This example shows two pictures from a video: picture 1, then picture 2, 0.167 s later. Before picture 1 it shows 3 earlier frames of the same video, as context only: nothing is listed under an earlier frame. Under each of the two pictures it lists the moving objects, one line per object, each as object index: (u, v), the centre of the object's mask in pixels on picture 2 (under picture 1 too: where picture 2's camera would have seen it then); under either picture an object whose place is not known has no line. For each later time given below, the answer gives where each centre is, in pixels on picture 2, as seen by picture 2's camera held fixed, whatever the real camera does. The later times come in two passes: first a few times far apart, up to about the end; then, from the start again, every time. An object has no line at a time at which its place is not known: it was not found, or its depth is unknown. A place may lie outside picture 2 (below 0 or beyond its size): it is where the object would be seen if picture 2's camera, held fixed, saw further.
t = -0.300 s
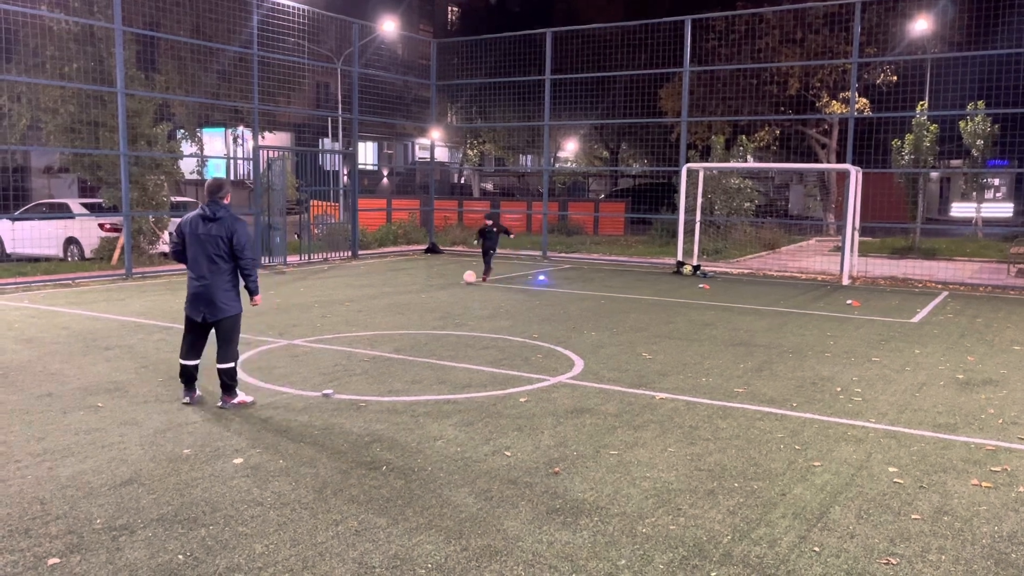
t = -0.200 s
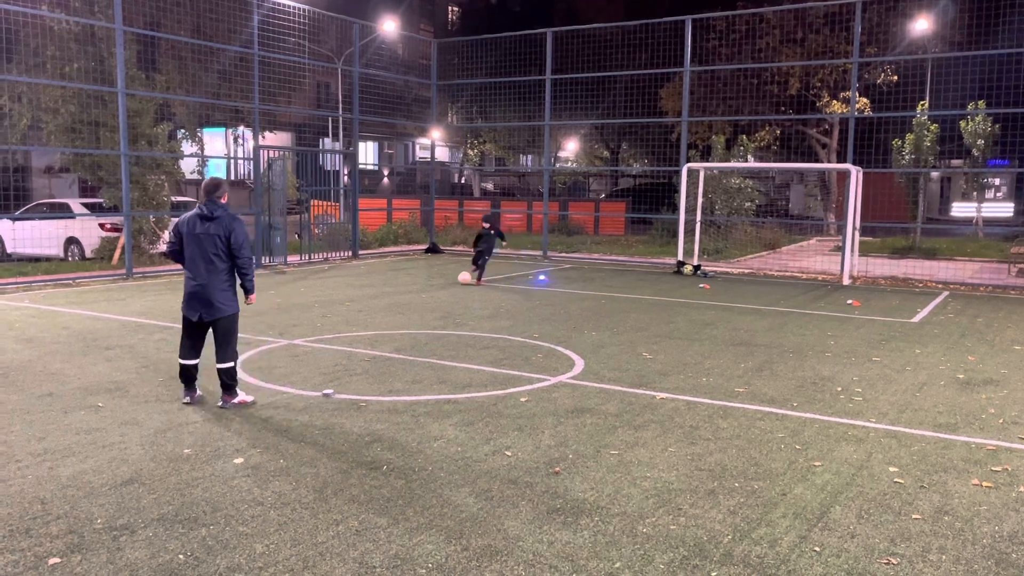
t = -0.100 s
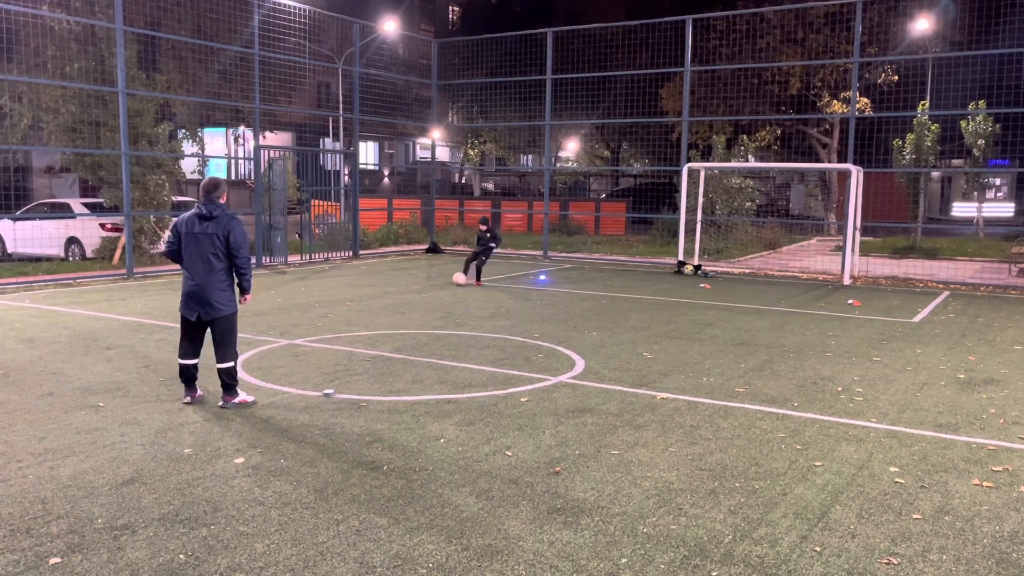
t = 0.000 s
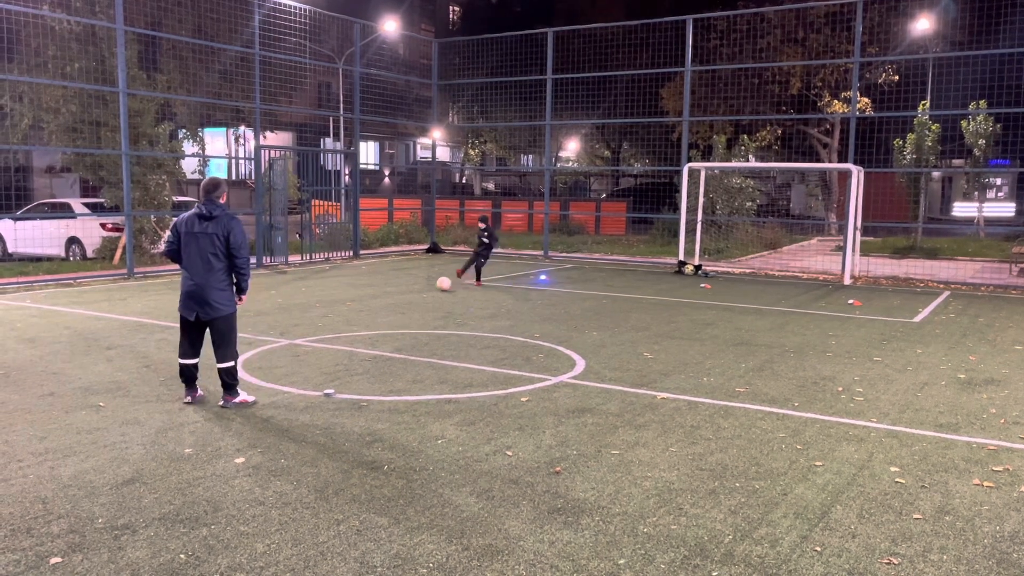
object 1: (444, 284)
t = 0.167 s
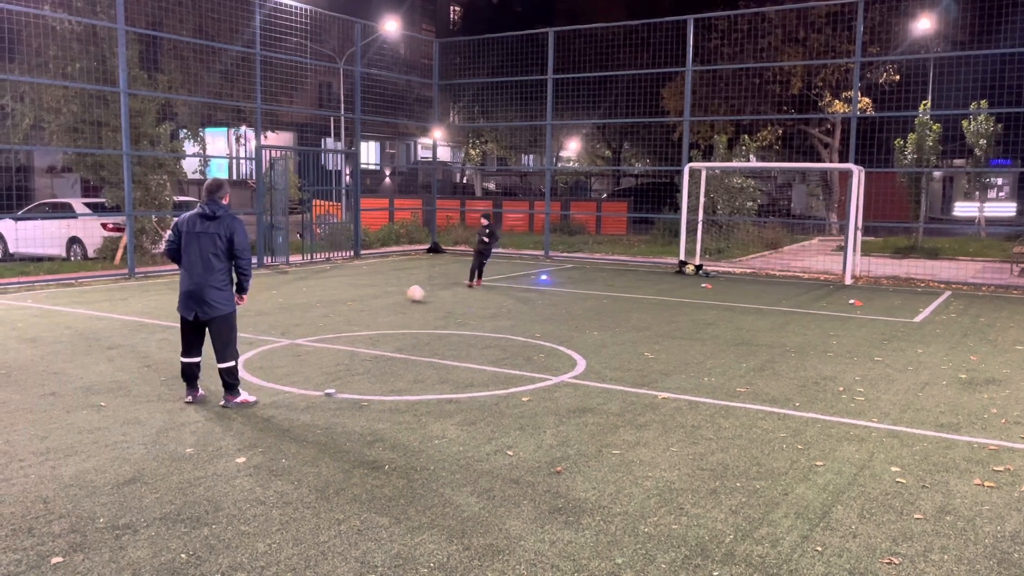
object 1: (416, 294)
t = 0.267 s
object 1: (396, 301)
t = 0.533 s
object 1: (343, 319)
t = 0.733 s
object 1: (297, 332)
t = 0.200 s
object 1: (409, 297)
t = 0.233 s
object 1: (403, 299)
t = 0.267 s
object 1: (396, 301)
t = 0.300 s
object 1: (390, 303)
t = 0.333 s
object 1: (383, 305)
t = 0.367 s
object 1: (377, 307)
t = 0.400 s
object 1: (370, 310)
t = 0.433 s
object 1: (363, 313)
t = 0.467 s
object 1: (356, 315)
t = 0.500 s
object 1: (349, 317)
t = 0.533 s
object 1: (343, 319)
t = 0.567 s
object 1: (336, 320)
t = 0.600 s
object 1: (328, 323)
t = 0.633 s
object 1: (321, 326)
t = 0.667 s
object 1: (314, 326)
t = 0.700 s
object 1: (306, 328)
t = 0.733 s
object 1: (297, 332)
